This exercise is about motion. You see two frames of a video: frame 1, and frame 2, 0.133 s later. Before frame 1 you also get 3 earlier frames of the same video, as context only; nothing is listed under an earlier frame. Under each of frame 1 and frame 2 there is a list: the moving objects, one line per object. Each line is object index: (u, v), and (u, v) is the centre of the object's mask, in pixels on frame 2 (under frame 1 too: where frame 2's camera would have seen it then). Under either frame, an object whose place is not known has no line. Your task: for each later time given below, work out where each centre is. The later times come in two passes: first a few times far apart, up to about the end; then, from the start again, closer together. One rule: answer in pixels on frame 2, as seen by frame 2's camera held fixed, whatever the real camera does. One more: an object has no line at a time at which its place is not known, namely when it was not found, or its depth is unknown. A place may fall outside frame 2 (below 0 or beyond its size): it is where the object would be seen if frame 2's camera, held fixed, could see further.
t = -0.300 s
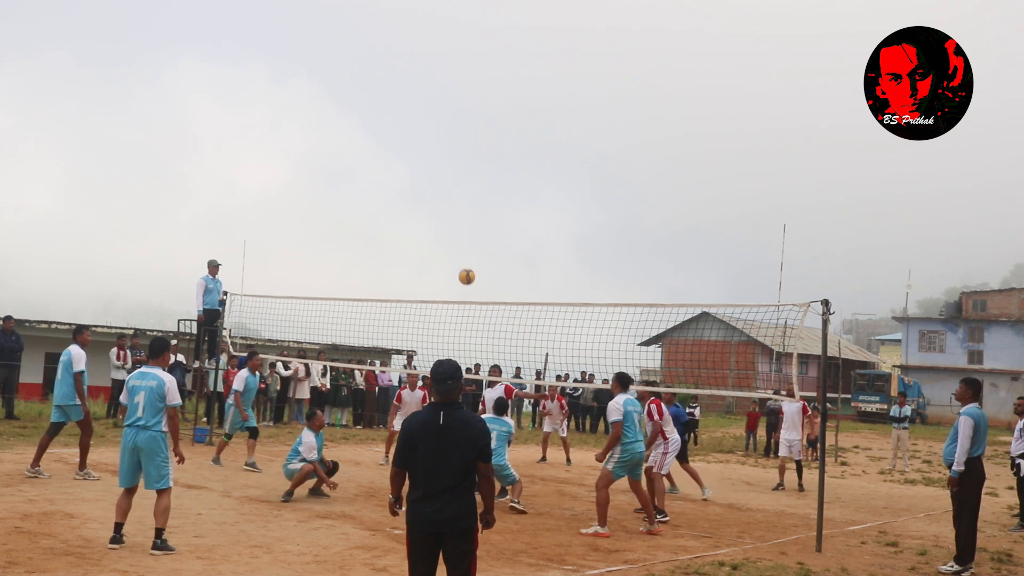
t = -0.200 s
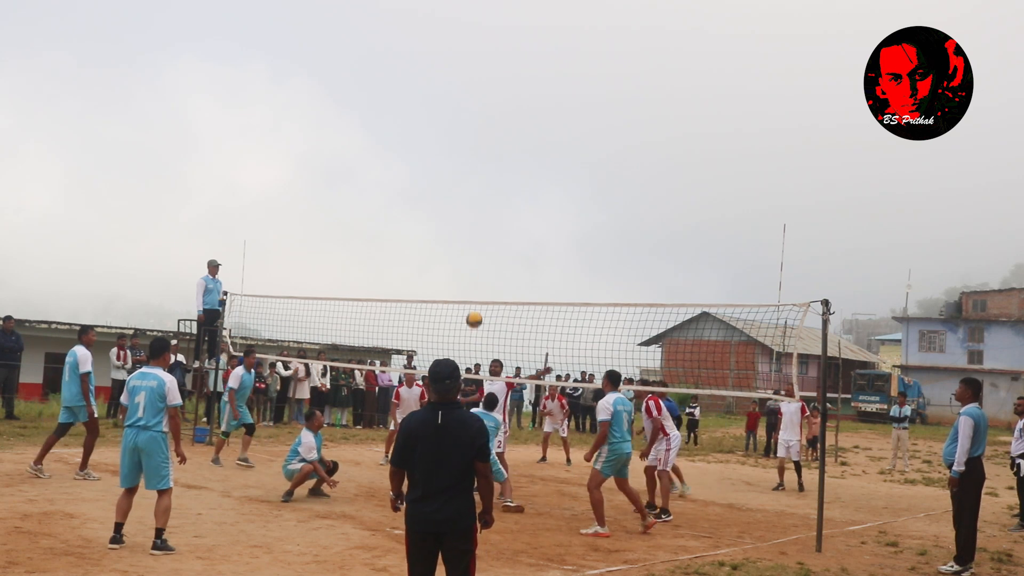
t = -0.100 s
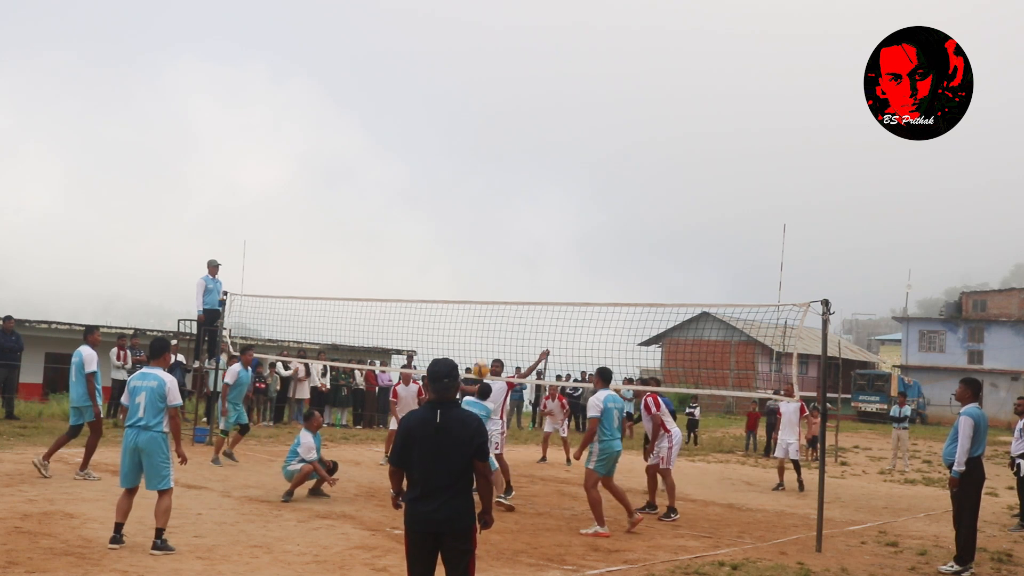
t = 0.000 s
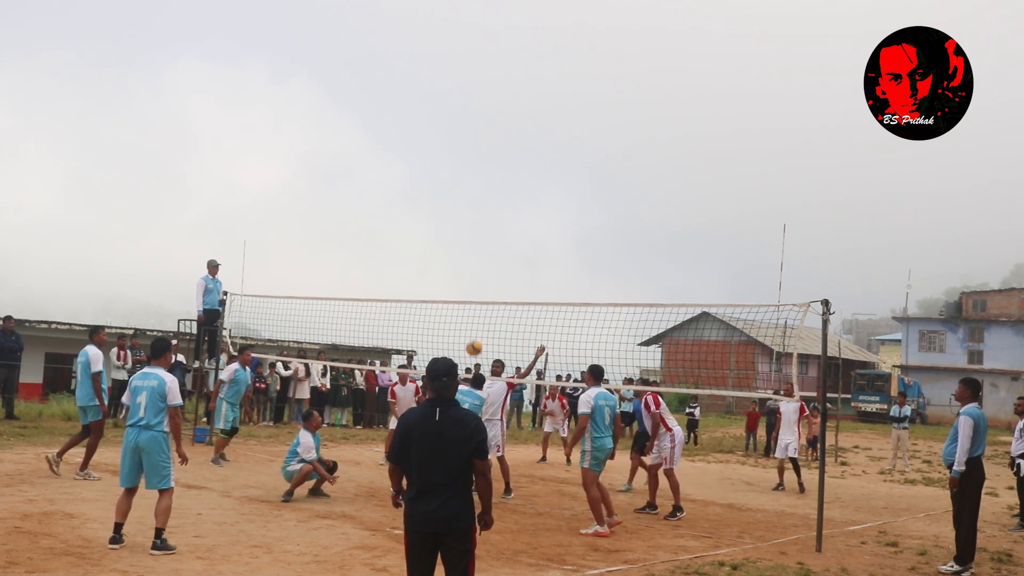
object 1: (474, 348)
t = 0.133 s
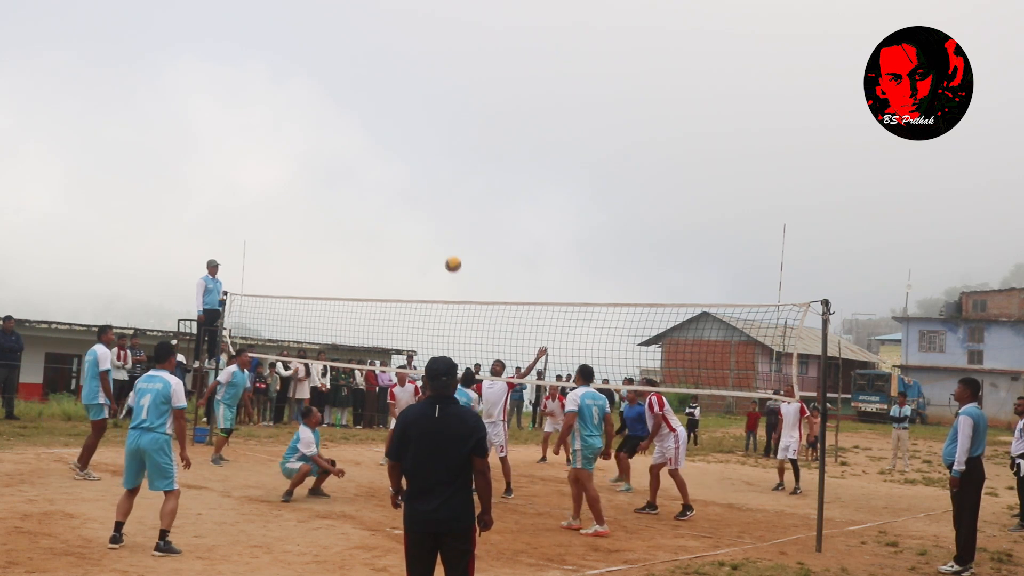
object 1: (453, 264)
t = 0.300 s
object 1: (426, 181)
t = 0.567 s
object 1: (383, 95)
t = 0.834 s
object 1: (336, 64)
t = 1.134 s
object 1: (277, 95)
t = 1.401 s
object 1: (222, 182)
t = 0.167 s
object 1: (447, 246)
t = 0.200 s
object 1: (442, 228)
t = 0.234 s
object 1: (437, 211)
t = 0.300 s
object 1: (426, 181)
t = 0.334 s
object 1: (421, 167)
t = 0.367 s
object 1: (416, 154)
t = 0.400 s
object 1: (410, 142)
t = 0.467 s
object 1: (399, 121)
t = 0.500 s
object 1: (394, 111)
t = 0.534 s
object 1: (388, 103)
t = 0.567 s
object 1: (383, 95)
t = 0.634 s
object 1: (371, 82)
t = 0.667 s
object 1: (365, 77)
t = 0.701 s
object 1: (360, 72)
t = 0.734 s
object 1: (354, 69)
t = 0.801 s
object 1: (342, 64)
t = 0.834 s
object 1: (336, 64)
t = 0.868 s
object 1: (329, 64)
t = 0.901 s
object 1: (323, 65)
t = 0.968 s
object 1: (310, 69)
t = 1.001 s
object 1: (304, 72)
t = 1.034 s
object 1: (297, 77)
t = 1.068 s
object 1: (291, 82)
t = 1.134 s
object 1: (277, 95)
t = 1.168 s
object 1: (271, 102)
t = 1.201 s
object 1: (264, 111)
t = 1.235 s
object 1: (257, 121)
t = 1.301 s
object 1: (243, 143)
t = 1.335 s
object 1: (236, 155)
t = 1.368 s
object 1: (229, 168)
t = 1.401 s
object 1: (222, 182)
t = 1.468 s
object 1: (208, 213)
